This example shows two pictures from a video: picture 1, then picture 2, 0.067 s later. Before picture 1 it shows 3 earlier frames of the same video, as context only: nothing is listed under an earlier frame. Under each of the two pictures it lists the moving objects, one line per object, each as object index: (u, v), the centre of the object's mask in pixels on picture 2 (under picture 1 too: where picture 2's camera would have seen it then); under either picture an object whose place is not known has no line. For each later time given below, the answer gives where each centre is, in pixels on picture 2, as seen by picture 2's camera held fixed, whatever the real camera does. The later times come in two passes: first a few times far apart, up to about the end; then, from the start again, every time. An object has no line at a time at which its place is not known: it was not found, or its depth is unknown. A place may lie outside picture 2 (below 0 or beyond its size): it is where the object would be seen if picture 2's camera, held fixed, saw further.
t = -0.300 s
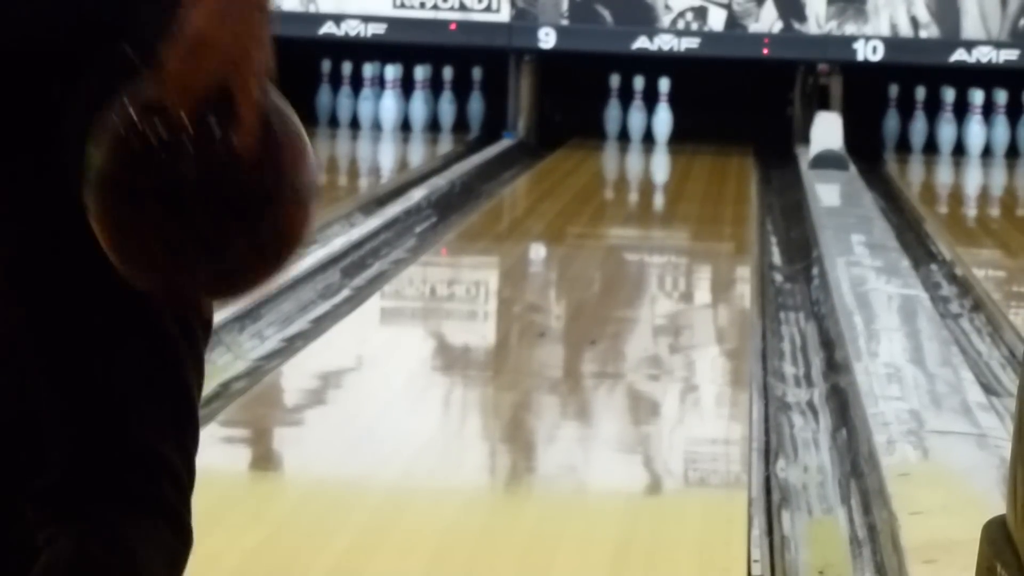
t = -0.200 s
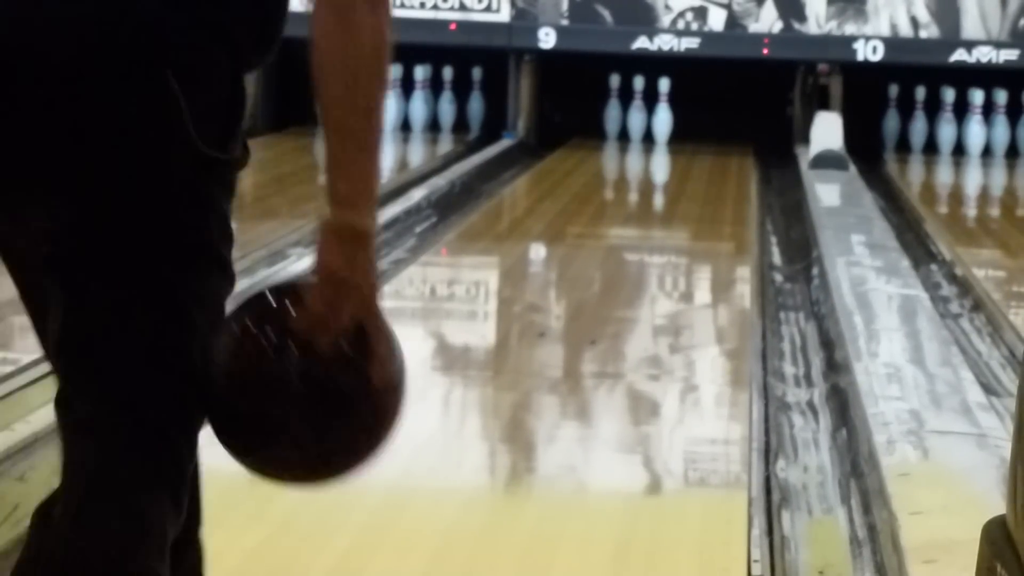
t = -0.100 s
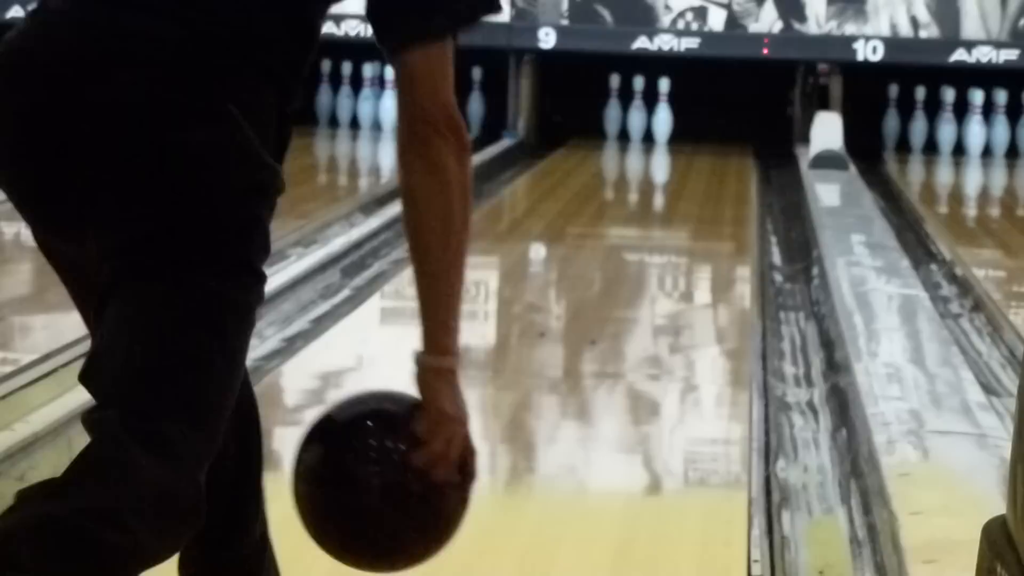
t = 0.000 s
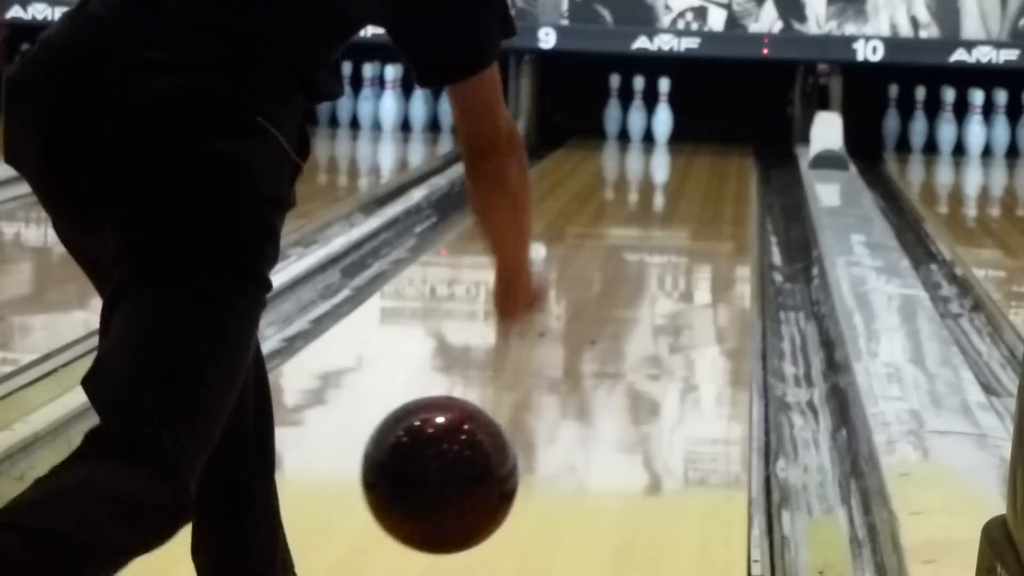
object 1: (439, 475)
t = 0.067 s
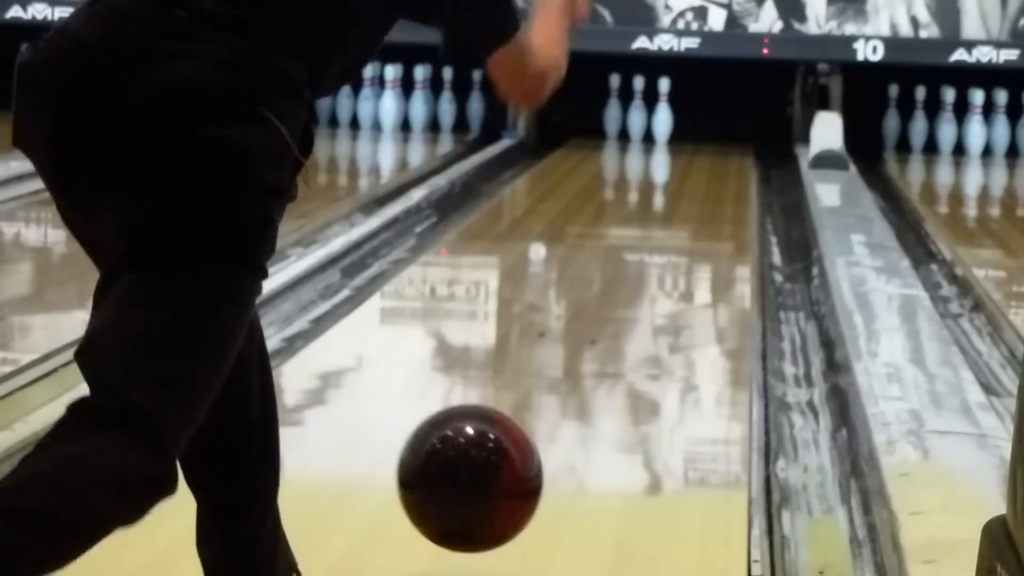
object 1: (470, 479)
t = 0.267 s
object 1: (540, 420)
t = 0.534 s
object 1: (601, 340)
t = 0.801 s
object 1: (641, 287)
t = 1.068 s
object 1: (668, 247)
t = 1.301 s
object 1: (685, 220)
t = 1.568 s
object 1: (698, 195)
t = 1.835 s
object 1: (706, 176)
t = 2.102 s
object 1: (708, 160)
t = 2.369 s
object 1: (703, 148)
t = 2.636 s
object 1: (689, 138)
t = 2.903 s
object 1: (668, 129)
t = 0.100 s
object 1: (483, 490)
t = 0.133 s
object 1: (496, 473)
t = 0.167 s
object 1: (508, 459)
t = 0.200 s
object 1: (519, 446)
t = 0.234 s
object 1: (530, 433)
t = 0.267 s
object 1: (540, 420)
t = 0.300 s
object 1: (550, 409)
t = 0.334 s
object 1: (558, 397)
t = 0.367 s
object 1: (567, 387)
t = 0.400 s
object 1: (575, 376)
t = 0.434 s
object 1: (582, 366)
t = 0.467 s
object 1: (589, 357)
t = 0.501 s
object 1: (595, 349)
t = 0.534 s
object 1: (601, 340)
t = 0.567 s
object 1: (607, 332)
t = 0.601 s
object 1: (613, 326)
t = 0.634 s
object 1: (618, 318)
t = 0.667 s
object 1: (623, 311)
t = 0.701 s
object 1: (628, 304)
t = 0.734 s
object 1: (633, 298)
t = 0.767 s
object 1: (637, 292)
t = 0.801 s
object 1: (641, 287)
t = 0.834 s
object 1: (645, 282)
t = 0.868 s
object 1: (649, 276)
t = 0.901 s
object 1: (653, 271)
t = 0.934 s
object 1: (657, 266)
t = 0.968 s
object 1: (659, 261)
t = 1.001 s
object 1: (663, 256)
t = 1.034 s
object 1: (666, 251)
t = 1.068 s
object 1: (668, 247)
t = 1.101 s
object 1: (671, 243)
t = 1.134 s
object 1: (674, 239)
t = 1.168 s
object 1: (677, 235)
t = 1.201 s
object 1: (679, 231)
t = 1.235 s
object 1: (682, 227)
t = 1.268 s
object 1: (684, 223)
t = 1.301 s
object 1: (685, 220)
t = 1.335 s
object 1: (687, 216)
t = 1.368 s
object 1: (689, 213)
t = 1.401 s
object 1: (691, 210)
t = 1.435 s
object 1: (693, 207)
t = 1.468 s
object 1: (694, 204)
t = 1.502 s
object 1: (696, 201)
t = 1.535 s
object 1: (697, 198)
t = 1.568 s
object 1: (698, 195)
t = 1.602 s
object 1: (700, 192)
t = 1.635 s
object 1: (701, 190)
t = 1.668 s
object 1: (702, 187)
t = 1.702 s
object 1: (703, 185)
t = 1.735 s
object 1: (704, 182)
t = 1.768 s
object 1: (705, 180)
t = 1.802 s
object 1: (705, 178)
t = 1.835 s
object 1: (706, 176)
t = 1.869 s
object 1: (707, 173)
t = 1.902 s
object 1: (707, 171)
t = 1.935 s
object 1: (708, 169)
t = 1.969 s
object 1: (708, 167)
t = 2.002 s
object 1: (708, 166)
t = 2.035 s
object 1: (708, 164)
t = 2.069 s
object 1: (708, 162)
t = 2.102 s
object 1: (708, 160)
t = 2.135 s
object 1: (708, 158)
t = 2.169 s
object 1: (708, 157)
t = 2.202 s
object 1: (707, 156)
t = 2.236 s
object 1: (707, 154)
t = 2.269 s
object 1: (706, 153)
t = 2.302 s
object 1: (705, 151)
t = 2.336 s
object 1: (704, 150)
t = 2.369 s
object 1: (703, 148)
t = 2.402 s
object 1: (701, 147)
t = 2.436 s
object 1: (700, 145)
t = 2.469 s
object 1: (698, 144)
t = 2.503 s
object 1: (696, 143)
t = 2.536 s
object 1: (695, 141)
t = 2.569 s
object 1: (693, 140)
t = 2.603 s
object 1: (691, 139)
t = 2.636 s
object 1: (689, 138)
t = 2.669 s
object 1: (686, 137)
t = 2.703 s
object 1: (684, 136)
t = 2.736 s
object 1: (681, 134)
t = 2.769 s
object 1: (678, 133)
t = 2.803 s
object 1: (675, 132)
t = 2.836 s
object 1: (672, 131)
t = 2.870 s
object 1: (670, 130)
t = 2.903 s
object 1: (668, 129)
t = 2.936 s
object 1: (665, 129)
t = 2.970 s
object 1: (662, 127)
